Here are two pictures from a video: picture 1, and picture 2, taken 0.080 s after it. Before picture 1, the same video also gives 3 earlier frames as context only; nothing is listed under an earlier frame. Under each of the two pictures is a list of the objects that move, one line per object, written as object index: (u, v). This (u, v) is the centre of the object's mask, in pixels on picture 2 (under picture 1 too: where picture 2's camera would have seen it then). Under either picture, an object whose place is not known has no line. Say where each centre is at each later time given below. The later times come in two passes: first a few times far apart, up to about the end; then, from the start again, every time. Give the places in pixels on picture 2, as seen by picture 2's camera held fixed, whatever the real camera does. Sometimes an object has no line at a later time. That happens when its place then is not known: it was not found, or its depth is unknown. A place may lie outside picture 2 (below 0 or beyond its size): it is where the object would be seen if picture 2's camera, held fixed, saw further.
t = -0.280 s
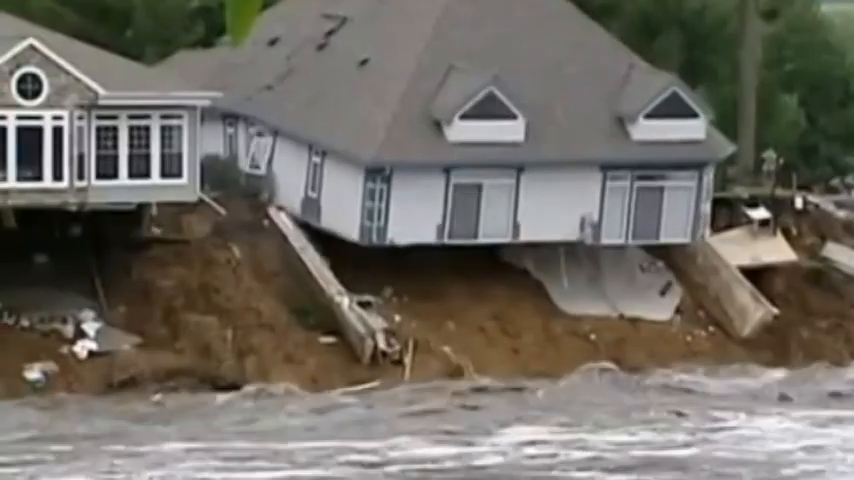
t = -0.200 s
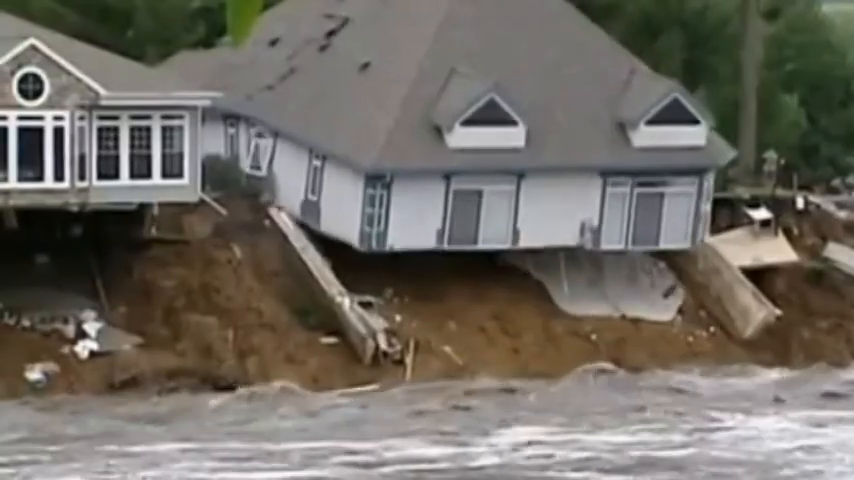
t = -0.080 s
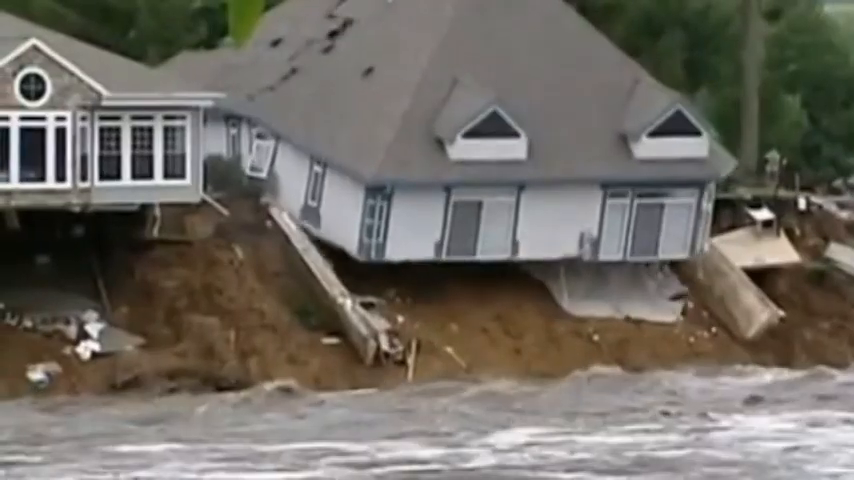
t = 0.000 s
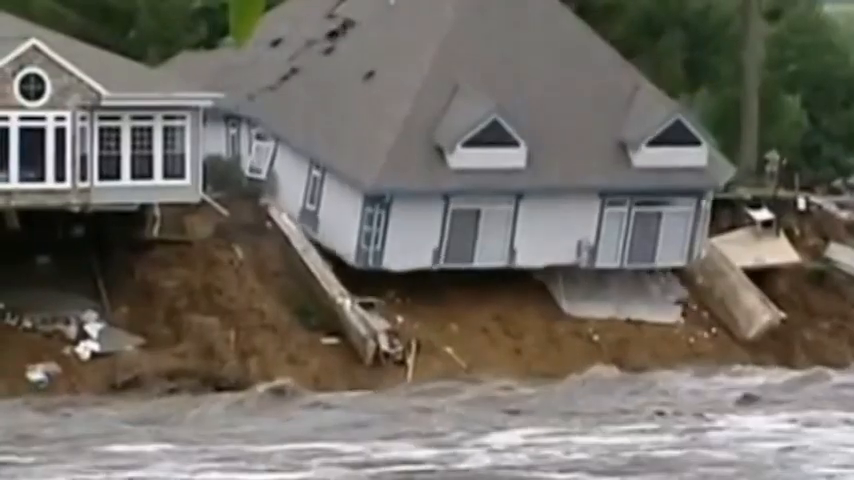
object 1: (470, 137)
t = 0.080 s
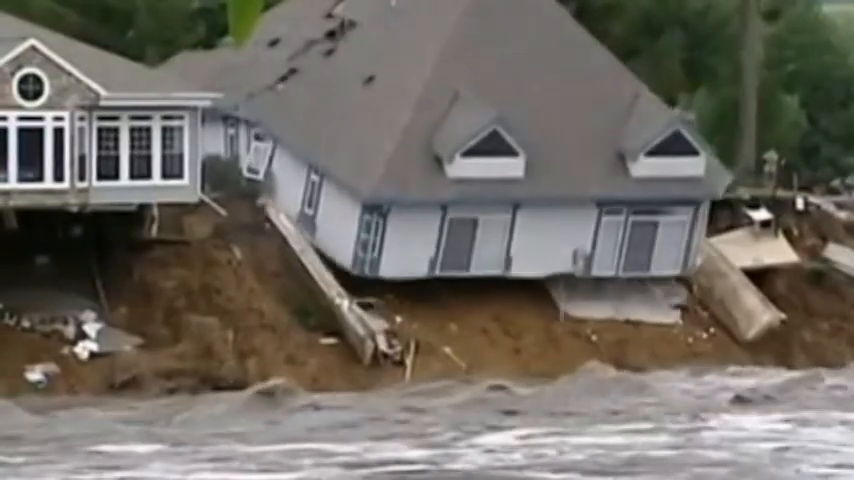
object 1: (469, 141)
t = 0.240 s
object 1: (468, 149)
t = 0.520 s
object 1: (467, 162)
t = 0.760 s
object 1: (490, 179)
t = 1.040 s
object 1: (497, 190)
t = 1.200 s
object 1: (503, 199)
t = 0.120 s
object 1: (469, 143)
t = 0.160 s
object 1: (469, 145)
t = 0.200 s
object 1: (469, 148)
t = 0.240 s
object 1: (468, 149)
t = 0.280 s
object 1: (468, 152)
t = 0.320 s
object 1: (468, 154)
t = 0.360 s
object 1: (467, 156)
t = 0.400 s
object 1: (468, 158)
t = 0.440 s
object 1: (468, 160)
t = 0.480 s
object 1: (467, 161)
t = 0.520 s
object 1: (467, 162)
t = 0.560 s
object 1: (467, 162)
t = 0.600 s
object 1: (467, 163)
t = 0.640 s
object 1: (473, 168)
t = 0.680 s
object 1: (487, 176)
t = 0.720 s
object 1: (488, 177)
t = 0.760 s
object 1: (490, 179)
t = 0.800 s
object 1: (469, 166)
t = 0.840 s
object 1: (492, 183)
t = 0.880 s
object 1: (493, 185)
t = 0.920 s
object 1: (494, 186)
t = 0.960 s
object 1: (495, 187)
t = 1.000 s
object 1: (496, 188)
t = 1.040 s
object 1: (497, 190)
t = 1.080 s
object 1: (498, 192)
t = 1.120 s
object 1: (500, 194)
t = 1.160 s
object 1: (501, 196)
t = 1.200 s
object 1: (503, 199)
